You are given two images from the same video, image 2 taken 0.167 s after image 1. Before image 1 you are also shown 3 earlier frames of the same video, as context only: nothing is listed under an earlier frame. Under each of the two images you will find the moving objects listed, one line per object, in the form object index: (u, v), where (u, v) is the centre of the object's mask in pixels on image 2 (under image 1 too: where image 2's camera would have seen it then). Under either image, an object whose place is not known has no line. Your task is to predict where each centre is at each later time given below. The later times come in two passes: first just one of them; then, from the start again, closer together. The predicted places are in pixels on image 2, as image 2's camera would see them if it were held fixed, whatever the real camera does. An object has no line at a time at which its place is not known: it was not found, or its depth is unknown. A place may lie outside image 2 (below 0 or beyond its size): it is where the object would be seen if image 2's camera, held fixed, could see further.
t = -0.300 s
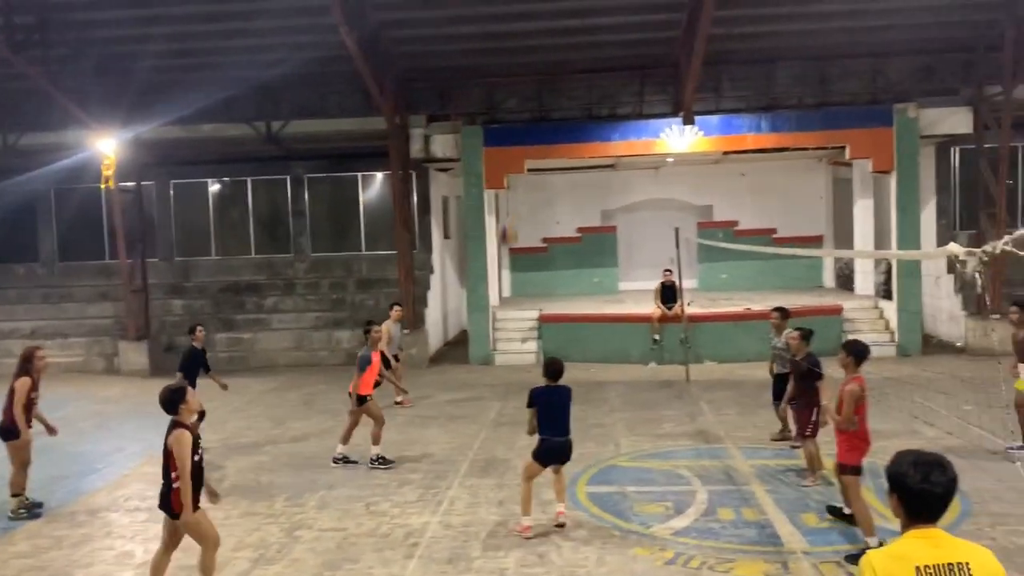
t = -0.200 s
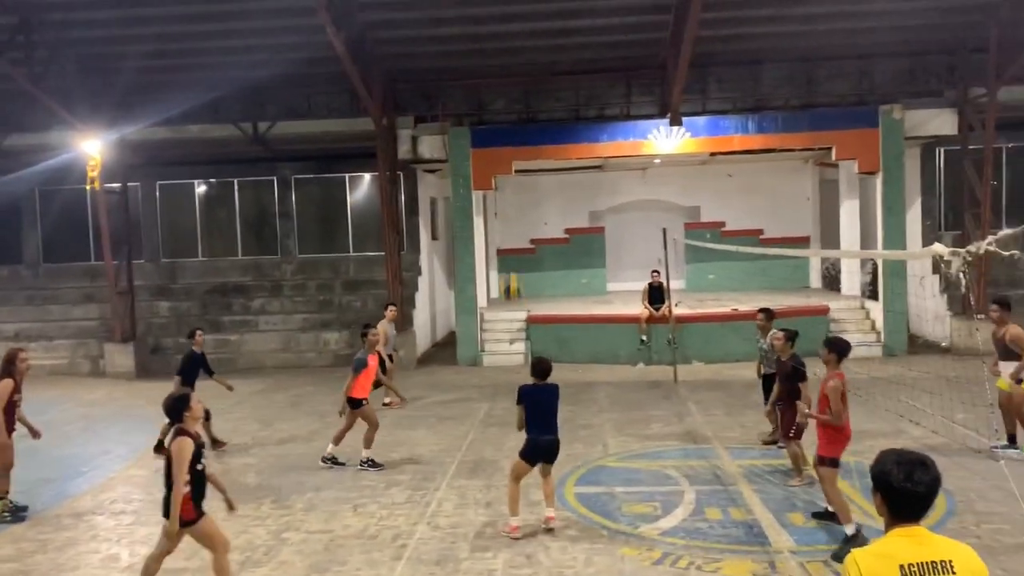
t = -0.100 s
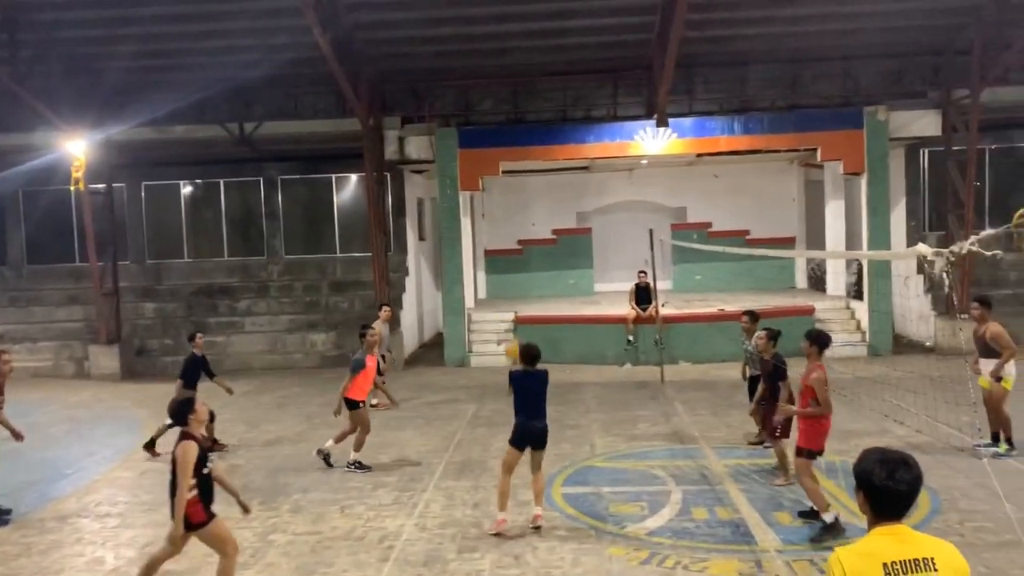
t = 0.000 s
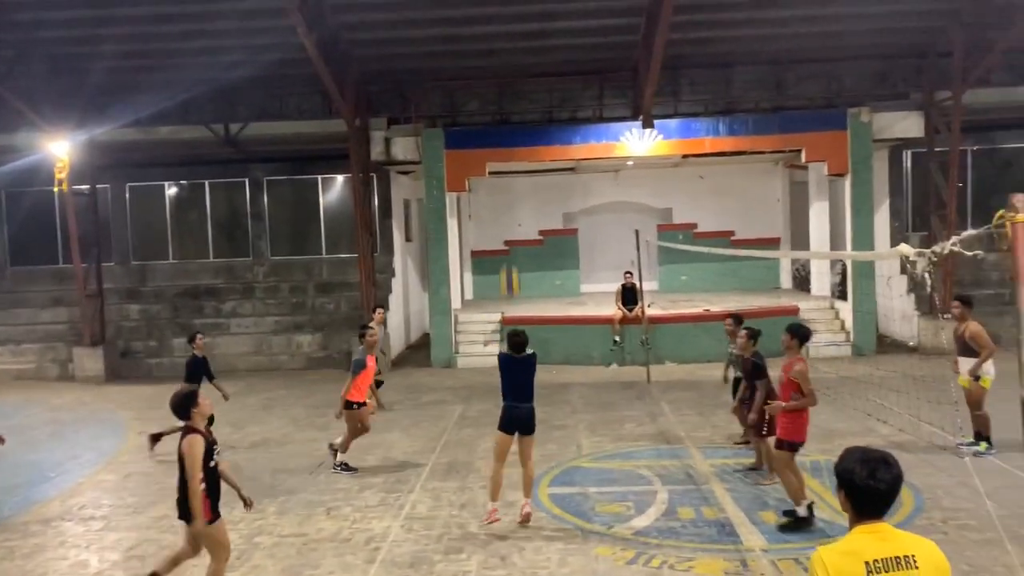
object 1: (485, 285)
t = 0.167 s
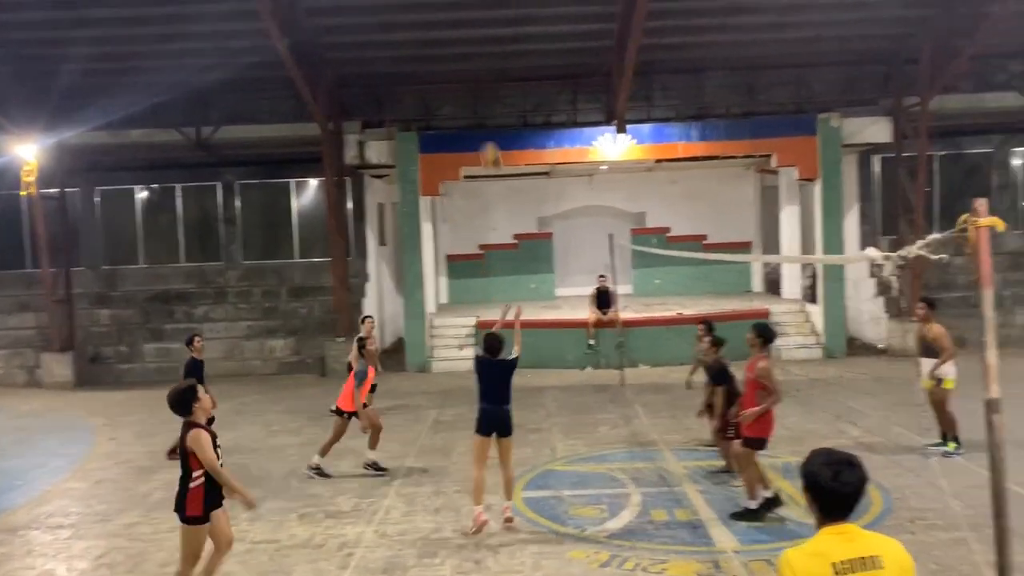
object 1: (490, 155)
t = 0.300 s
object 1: (496, 81)
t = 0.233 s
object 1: (493, 116)
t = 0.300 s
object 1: (496, 81)
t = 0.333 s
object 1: (498, 67)
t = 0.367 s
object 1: (499, 53)
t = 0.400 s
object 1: (501, 40)
